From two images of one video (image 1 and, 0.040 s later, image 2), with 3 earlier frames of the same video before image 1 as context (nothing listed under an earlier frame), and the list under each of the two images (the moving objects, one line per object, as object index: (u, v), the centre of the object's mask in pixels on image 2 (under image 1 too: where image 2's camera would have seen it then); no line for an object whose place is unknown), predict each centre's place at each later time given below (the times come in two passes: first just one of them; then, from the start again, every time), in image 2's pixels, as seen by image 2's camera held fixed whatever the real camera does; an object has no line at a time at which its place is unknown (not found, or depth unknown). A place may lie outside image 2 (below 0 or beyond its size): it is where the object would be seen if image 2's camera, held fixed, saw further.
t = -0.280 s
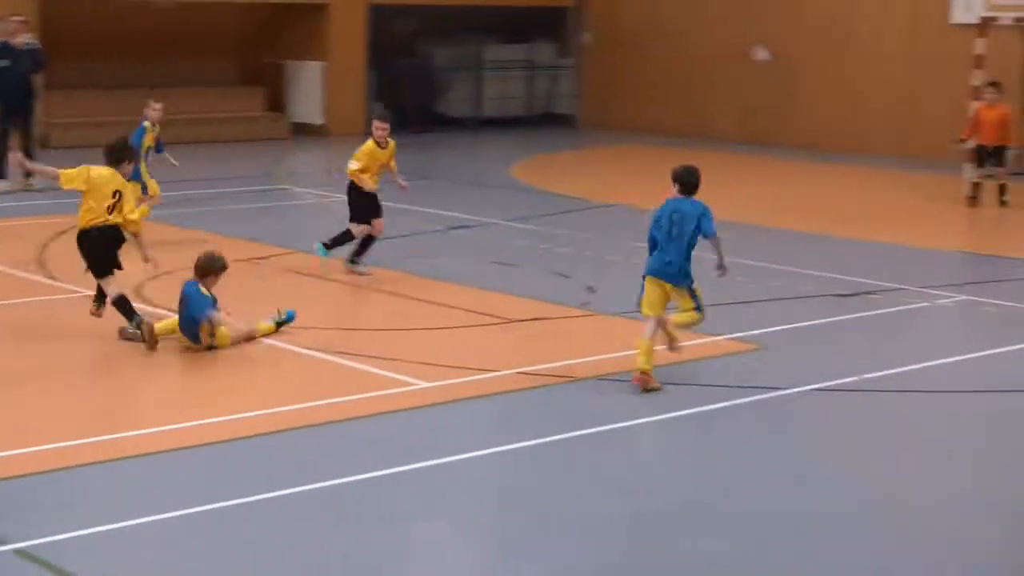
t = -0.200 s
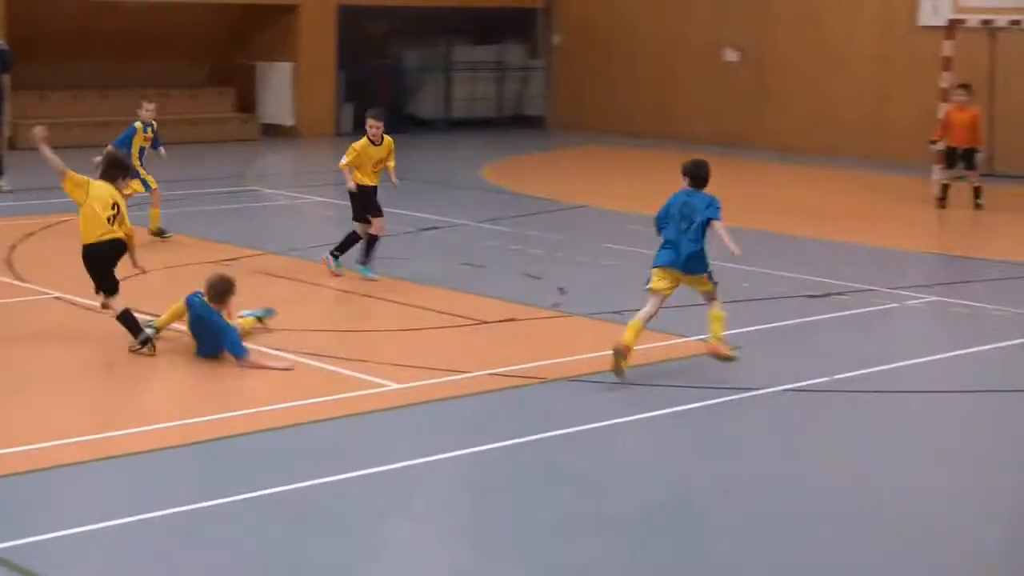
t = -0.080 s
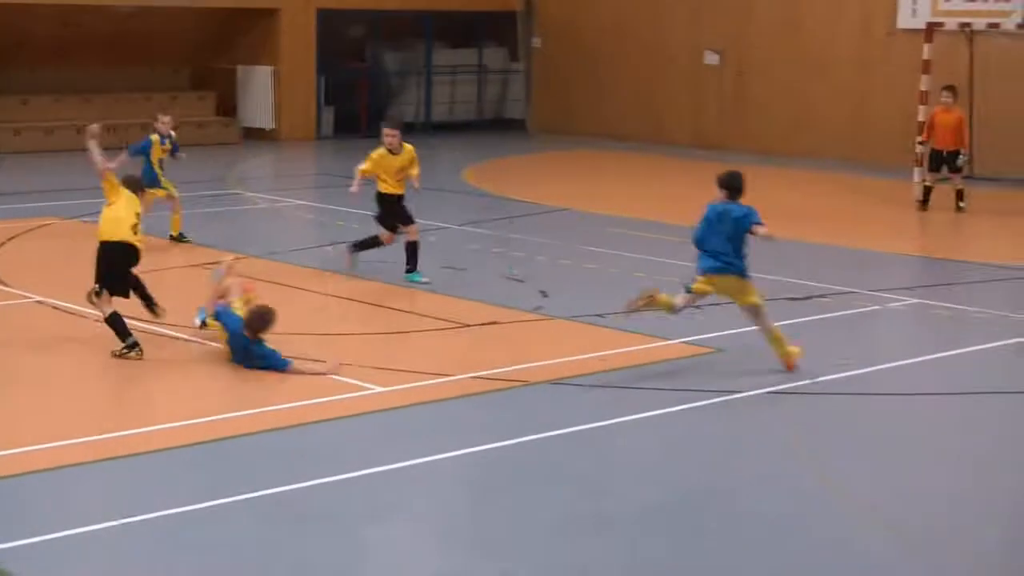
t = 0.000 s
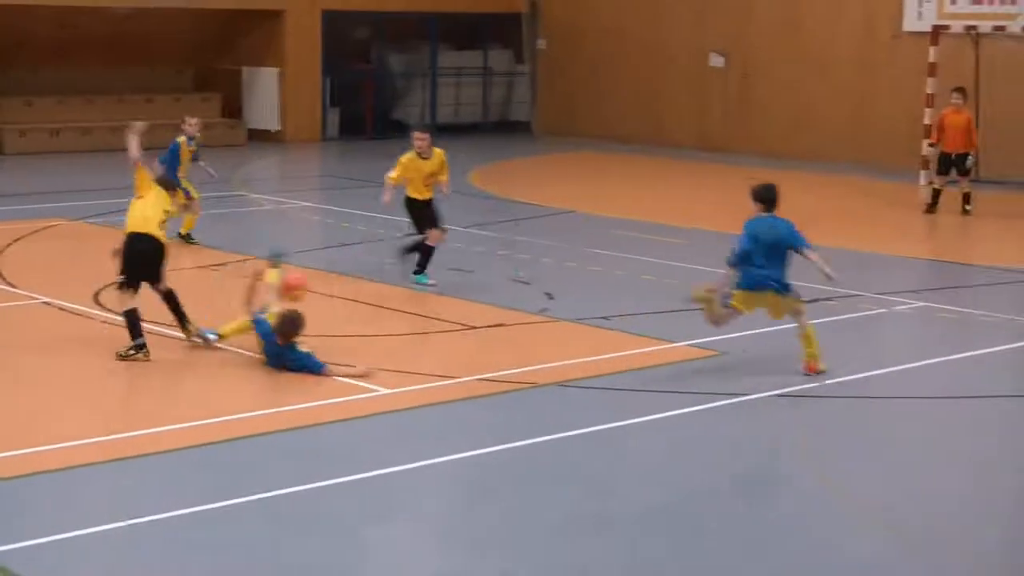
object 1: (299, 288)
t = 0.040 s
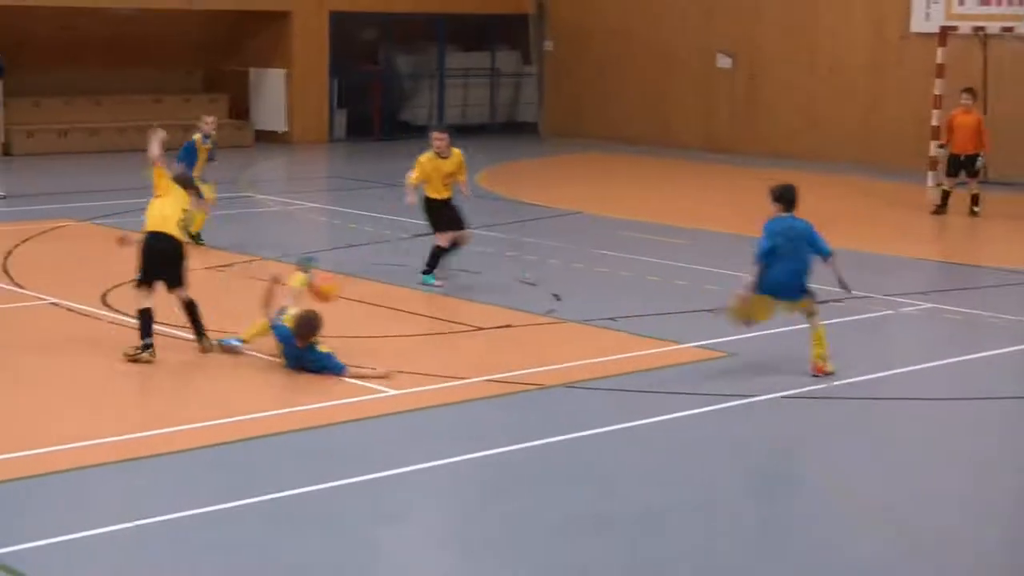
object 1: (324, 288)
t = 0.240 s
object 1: (445, 320)
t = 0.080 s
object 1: (347, 289)
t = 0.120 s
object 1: (372, 292)
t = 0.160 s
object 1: (395, 299)
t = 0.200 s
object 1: (419, 306)
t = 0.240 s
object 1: (445, 320)
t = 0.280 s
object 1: (464, 315)
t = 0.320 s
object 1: (481, 304)
